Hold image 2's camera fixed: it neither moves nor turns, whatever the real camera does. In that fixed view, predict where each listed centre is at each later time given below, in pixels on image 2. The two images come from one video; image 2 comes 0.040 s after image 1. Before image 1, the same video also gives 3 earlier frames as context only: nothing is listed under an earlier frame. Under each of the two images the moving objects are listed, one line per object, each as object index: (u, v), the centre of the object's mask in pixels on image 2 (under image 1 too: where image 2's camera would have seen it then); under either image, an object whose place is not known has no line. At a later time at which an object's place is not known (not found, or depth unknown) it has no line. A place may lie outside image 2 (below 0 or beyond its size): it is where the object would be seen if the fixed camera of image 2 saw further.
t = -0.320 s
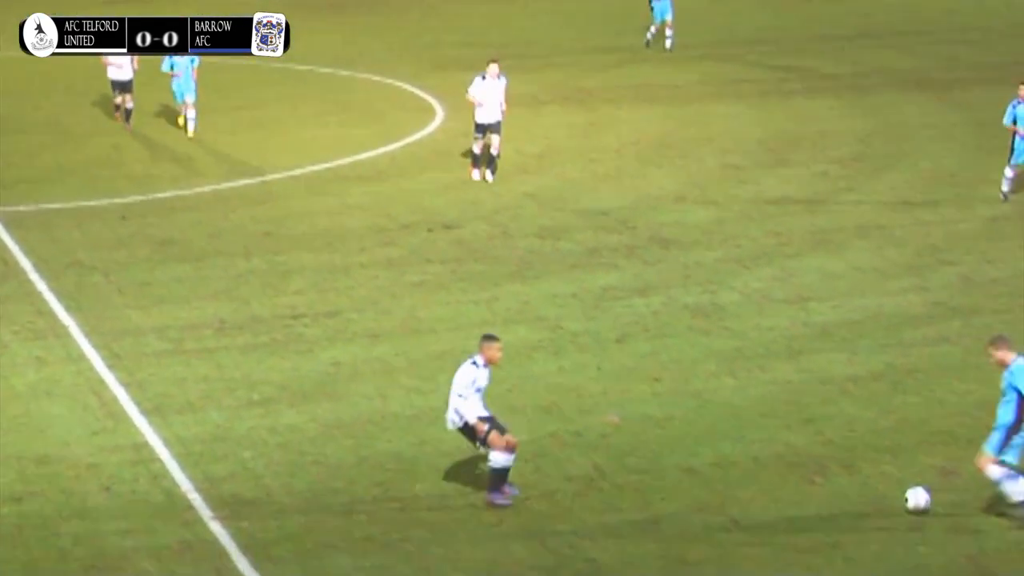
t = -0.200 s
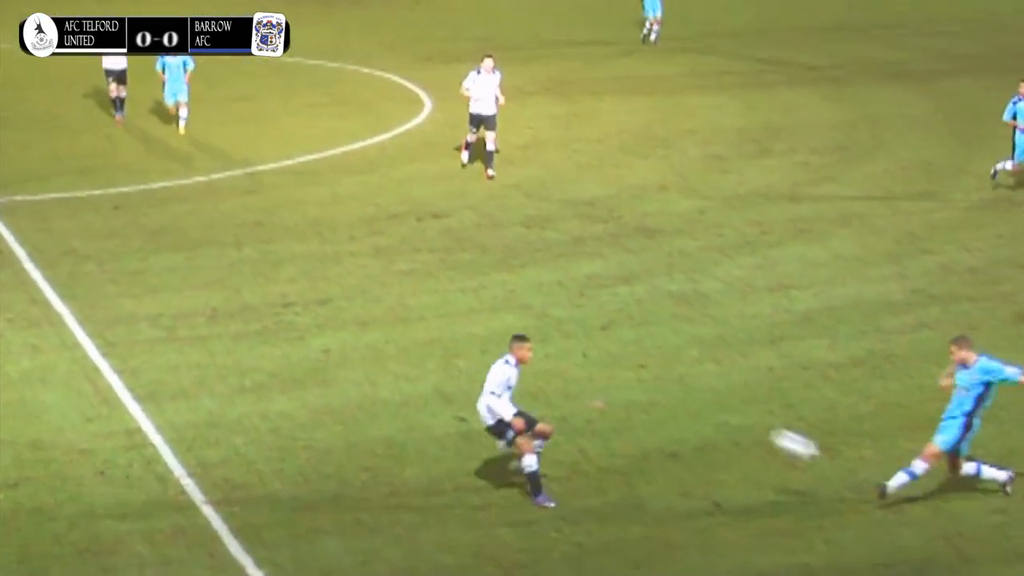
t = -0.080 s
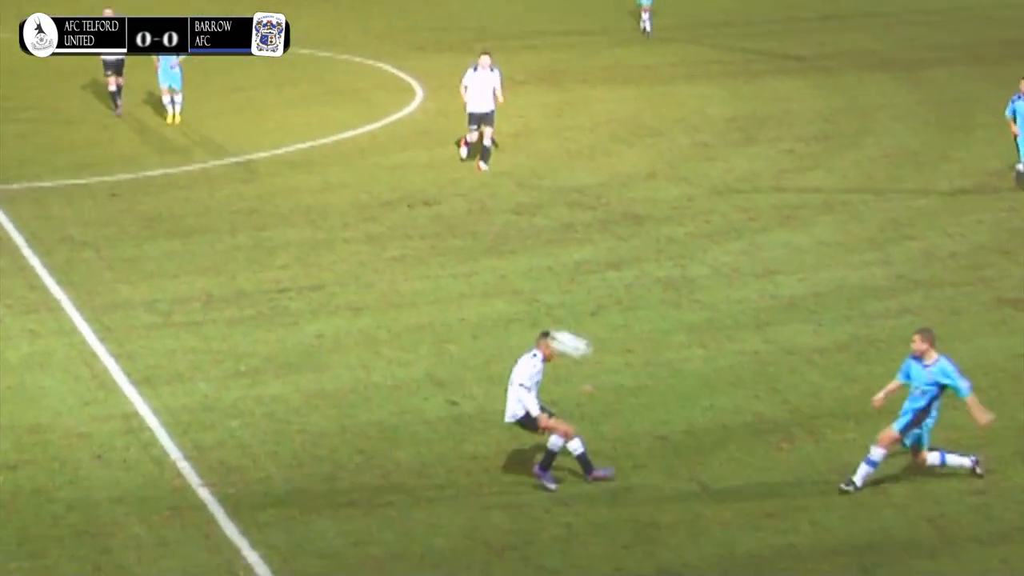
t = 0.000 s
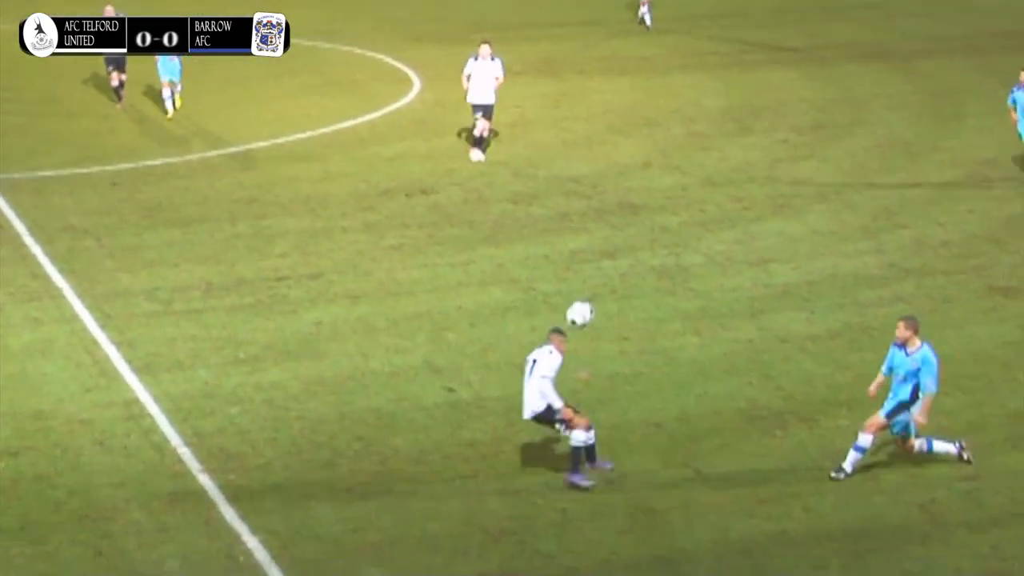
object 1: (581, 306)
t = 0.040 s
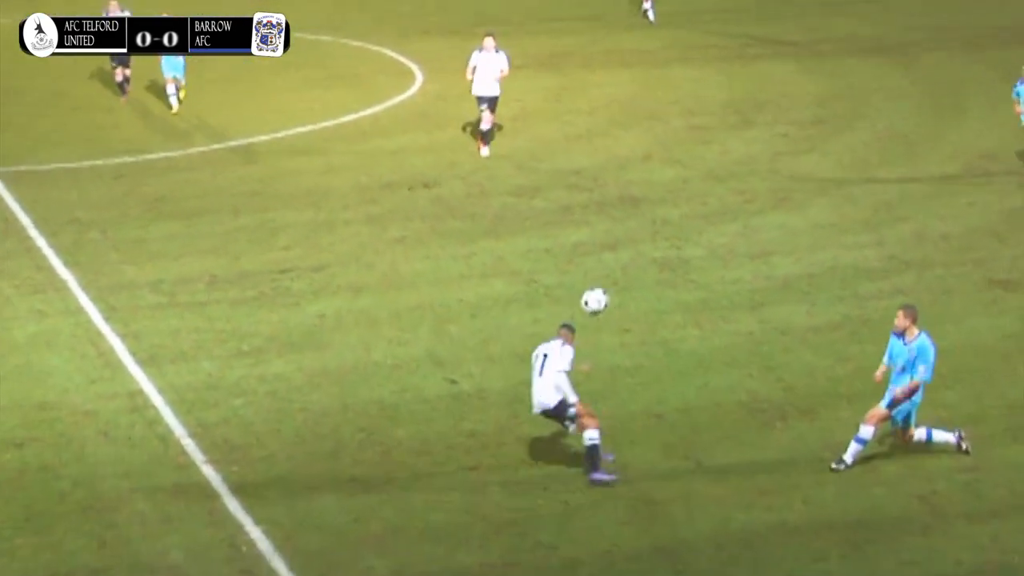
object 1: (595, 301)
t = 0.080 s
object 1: (609, 296)
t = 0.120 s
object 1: (622, 292)
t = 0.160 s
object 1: (637, 290)
